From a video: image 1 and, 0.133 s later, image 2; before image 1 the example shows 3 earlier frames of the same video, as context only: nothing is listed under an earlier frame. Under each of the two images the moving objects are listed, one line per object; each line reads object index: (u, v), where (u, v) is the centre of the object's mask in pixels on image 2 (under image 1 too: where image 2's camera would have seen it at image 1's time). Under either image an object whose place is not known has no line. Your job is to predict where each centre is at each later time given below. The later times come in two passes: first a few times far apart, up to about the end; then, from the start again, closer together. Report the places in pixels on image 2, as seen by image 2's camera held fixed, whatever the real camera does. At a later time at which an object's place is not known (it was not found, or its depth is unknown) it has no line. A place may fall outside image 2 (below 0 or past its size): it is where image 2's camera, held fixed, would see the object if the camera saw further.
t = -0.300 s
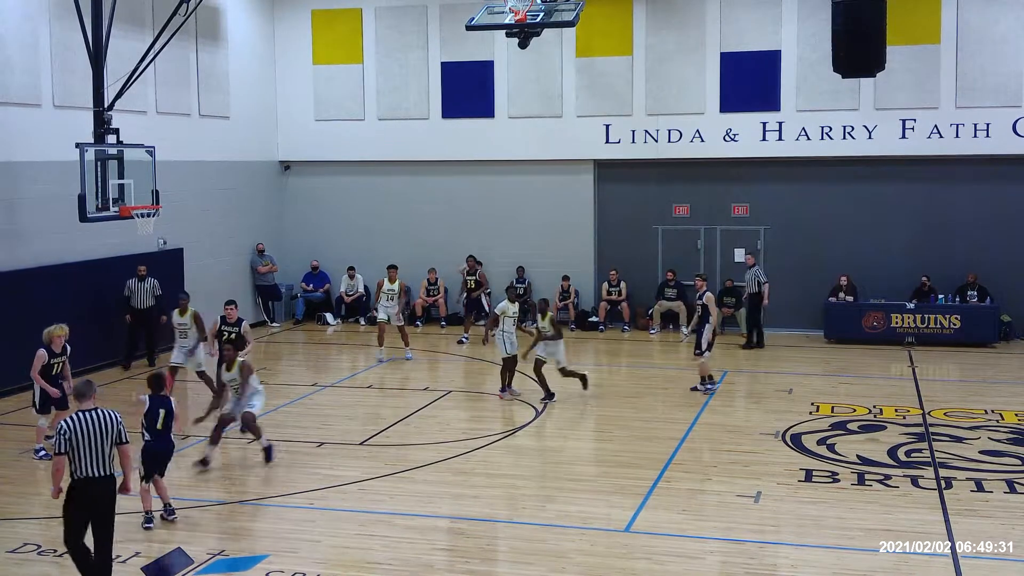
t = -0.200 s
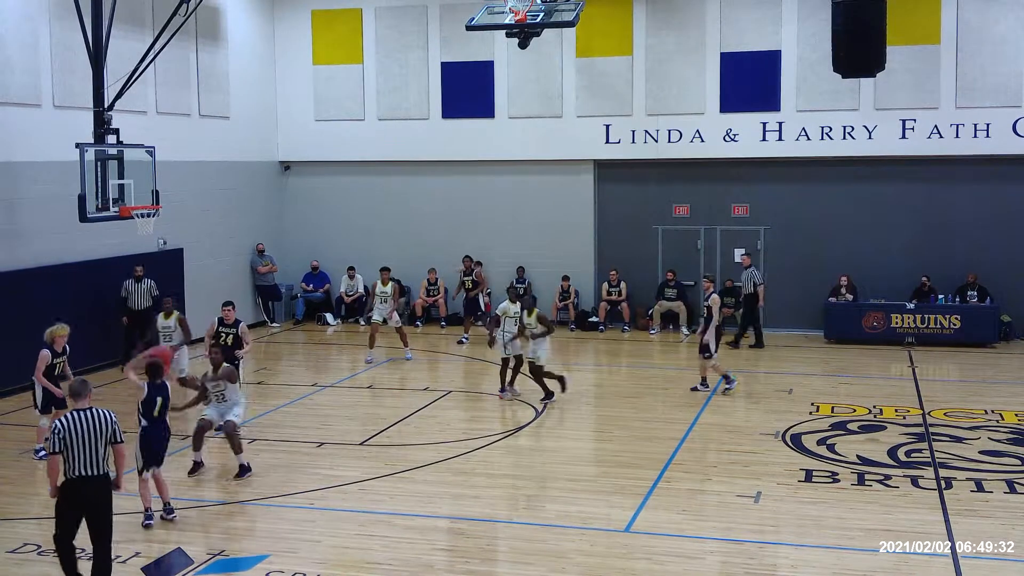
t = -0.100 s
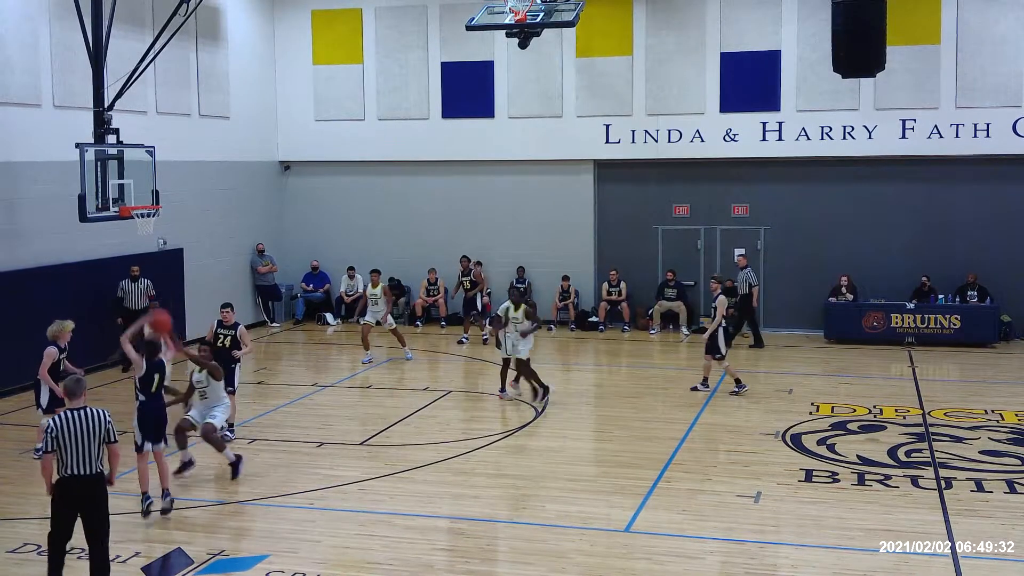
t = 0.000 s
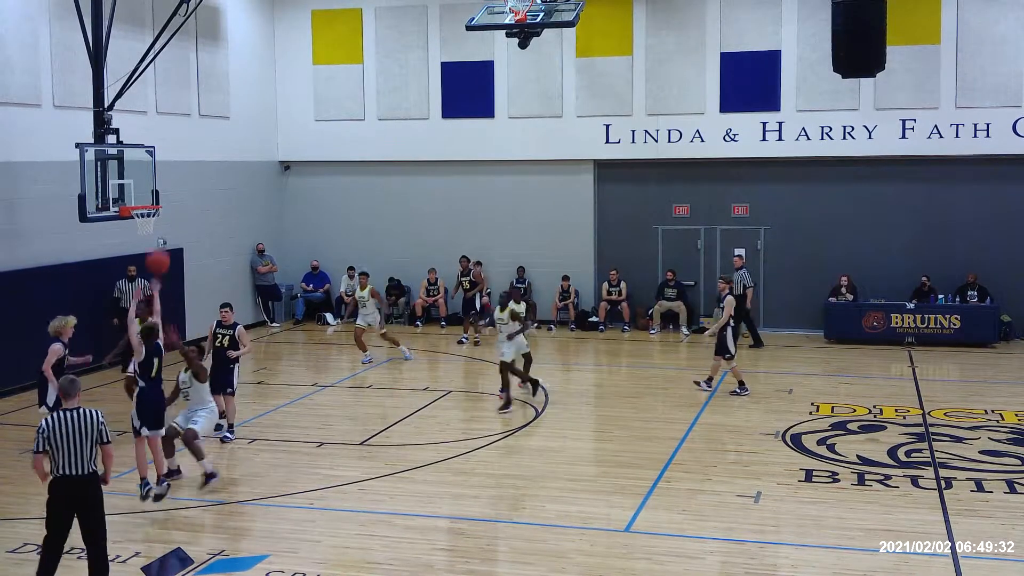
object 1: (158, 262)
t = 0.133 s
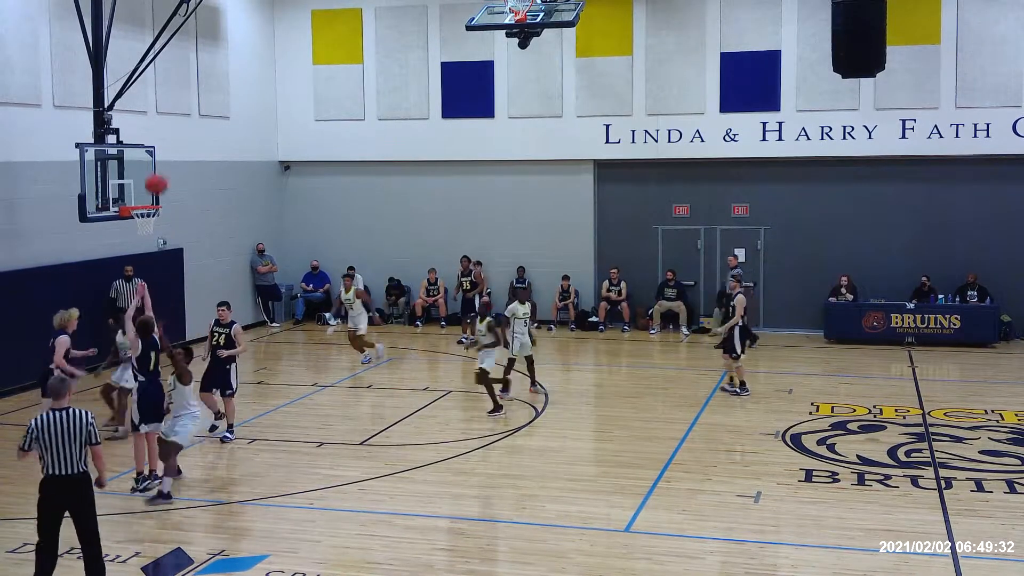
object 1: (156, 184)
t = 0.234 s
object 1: (155, 141)
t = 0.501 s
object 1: (155, 75)
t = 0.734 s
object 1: (157, 68)
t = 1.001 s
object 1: (160, 107)
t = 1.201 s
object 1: (163, 163)
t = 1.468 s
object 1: (192, 190)
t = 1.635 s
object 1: (220, 196)
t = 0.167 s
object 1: (156, 169)
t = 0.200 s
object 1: (155, 154)
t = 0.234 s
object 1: (155, 141)
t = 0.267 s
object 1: (155, 129)
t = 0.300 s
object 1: (155, 117)
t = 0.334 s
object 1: (155, 108)
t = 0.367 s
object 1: (155, 99)
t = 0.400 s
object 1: (155, 91)
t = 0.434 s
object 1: (155, 85)
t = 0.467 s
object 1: (155, 79)
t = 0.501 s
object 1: (155, 75)
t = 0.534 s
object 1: (155, 71)
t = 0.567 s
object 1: (156, 69)
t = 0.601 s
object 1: (156, 67)
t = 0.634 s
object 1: (156, 66)
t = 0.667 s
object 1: (156, 66)
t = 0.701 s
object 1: (156, 66)
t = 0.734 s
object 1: (157, 68)
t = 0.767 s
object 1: (157, 70)
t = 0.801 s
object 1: (158, 73)
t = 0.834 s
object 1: (158, 77)
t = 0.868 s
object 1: (158, 82)
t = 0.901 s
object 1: (159, 87)
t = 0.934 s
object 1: (159, 93)
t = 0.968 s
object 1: (160, 100)
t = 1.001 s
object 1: (160, 107)
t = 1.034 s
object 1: (161, 115)
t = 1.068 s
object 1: (161, 124)
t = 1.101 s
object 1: (161, 133)
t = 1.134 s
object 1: (162, 143)
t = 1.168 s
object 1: (162, 153)
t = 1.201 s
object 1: (163, 163)
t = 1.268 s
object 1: (164, 187)
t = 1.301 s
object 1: (165, 199)
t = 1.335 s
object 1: (169, 198)
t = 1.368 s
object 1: (175, 195)
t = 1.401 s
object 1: (180, 193)
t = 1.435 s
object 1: (186, 191)
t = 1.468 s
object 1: (192, 190)
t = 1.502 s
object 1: (197, 190)
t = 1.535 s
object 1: (203, 190)
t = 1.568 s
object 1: (209, 191)
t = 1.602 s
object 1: (214, 193)
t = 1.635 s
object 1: (220, 196)
